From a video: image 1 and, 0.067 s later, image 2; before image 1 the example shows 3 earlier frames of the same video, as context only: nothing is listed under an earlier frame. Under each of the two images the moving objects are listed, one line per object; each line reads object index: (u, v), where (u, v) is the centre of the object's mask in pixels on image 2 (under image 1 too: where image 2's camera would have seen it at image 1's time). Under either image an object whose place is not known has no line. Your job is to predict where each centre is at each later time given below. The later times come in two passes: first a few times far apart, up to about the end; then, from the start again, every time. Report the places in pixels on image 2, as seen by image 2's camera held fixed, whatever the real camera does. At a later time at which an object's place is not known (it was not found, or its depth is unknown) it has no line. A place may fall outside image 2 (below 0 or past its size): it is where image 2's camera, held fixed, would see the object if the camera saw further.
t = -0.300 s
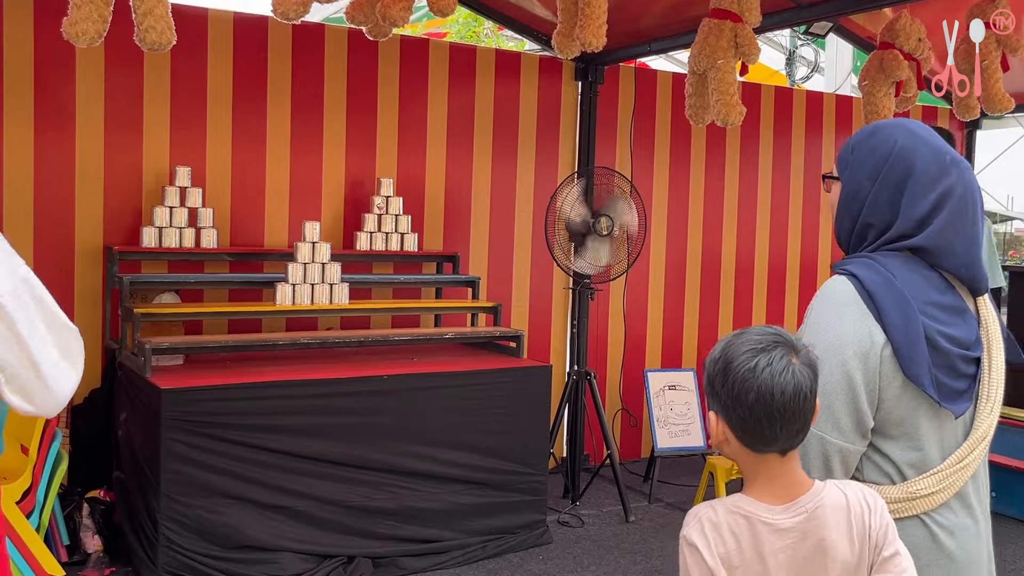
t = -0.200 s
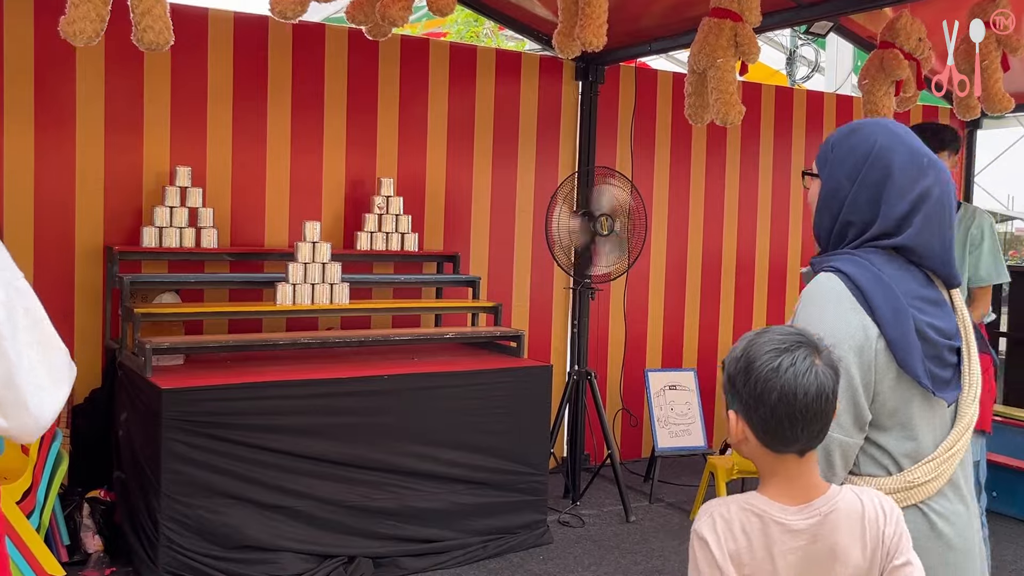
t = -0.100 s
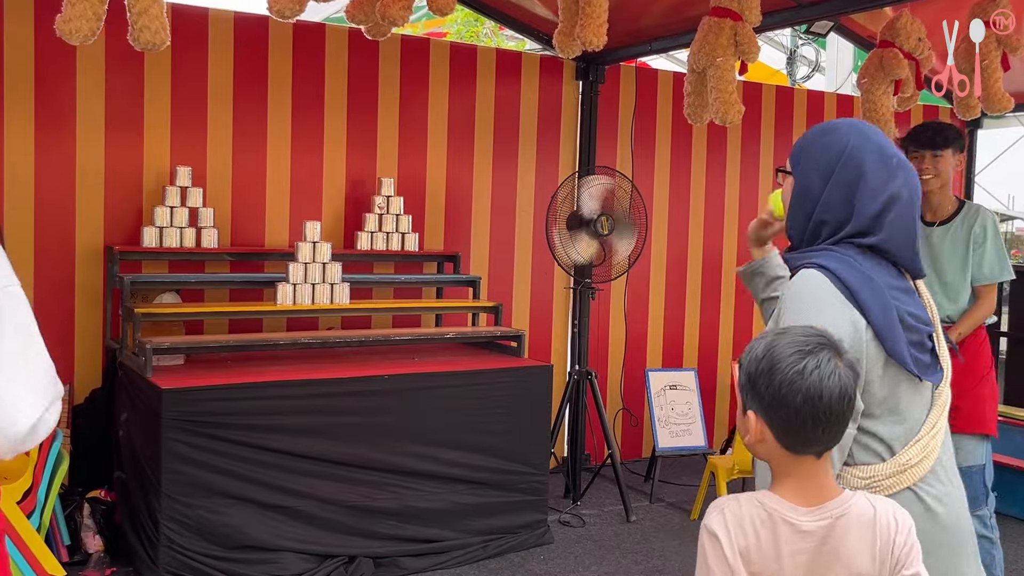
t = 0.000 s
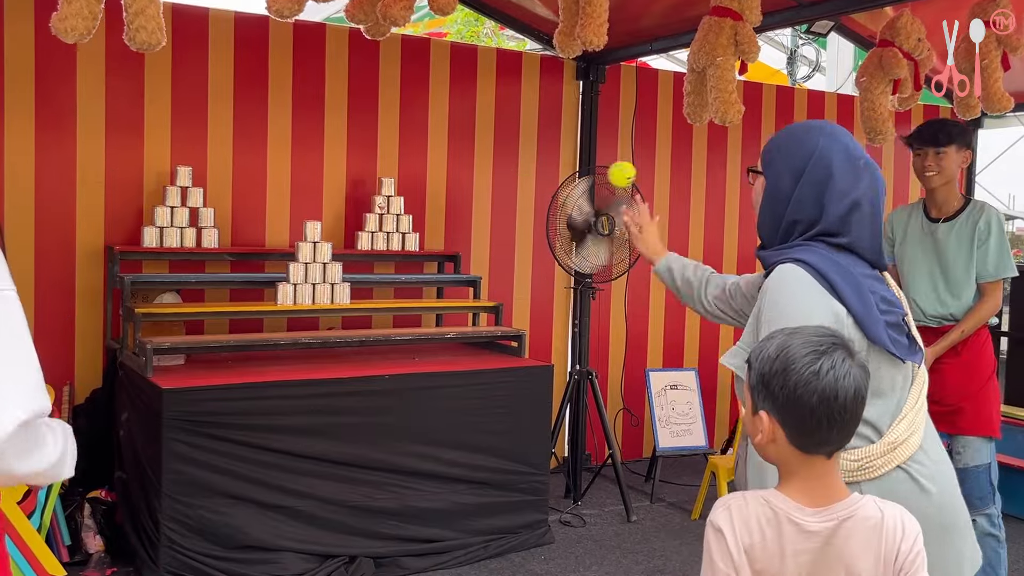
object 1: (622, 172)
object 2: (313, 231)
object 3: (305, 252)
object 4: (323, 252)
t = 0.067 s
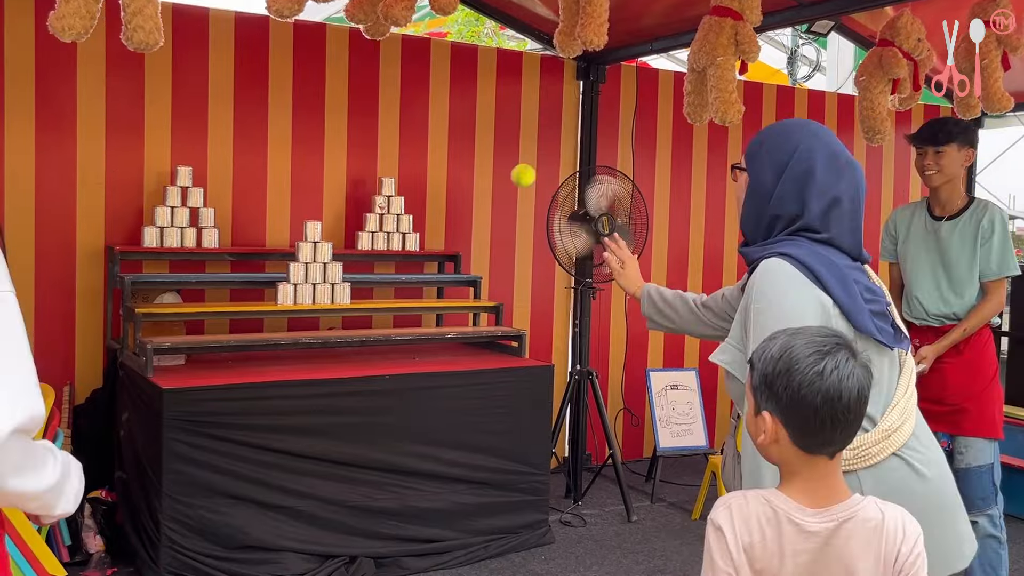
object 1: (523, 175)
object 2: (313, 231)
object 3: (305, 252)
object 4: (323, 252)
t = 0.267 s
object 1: (337, 239)
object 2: (313, 231)
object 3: (304, 252)
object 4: (321, 252)
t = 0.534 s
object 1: (423, 188)
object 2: (315, 248)
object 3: (175, 287)
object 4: (288, 267)
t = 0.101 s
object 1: (483, 180)
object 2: (313, 231)
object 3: (305, 252)
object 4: (323, 252)
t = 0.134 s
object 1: (447, 188)
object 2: (313, 231)
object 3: (305, 252)
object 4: (323, 252)
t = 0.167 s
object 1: (415, 198)
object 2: (313, 231)
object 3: (305, 252)
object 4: (324, 252)
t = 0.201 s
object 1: (386, 211)
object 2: (313, 231)
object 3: (305, 252)
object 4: (323, 252)
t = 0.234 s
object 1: (359, 225)
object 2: (313, 231)
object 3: (305, 252)
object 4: (324, 252)
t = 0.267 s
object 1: (337, 239)
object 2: (313, 231)
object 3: (304, 252)
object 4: (321, 252)
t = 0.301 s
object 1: (338, 241)
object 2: (312, 229)
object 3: (287, 250)
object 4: (302, 250)
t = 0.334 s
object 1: (338, 245)
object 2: (312, 229)
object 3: (274, 252)
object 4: (283, 251)
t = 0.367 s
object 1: (349, 235)
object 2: (312, 233)
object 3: (254, 255)
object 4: (276, 259)
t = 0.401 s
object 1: (364, 220)
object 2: (312, 239)
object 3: (238, 260)
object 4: (281, 262)
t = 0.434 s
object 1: (379, 208)
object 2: (311, 247)
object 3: (221, 270)
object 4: (287, 262)
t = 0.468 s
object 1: (394, 199)
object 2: (313, 248)
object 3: (204, 282)
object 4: (288, 262)
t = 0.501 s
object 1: (408, 192)
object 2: (314, 248)
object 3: (188, 289)
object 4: (287, 266)
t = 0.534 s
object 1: (423, 188)
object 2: (315, 248)
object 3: (175, 287)
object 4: (288, 267)
